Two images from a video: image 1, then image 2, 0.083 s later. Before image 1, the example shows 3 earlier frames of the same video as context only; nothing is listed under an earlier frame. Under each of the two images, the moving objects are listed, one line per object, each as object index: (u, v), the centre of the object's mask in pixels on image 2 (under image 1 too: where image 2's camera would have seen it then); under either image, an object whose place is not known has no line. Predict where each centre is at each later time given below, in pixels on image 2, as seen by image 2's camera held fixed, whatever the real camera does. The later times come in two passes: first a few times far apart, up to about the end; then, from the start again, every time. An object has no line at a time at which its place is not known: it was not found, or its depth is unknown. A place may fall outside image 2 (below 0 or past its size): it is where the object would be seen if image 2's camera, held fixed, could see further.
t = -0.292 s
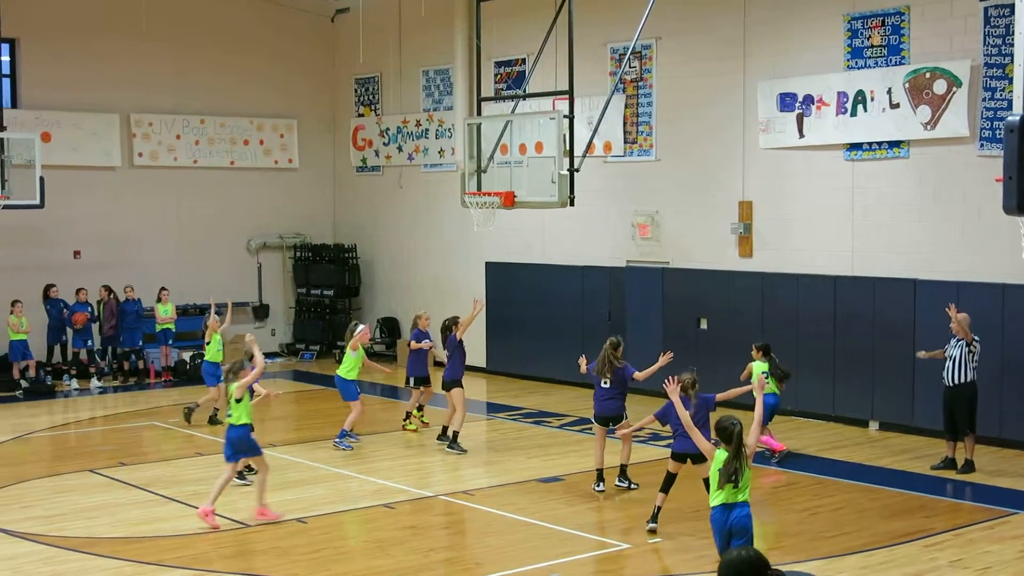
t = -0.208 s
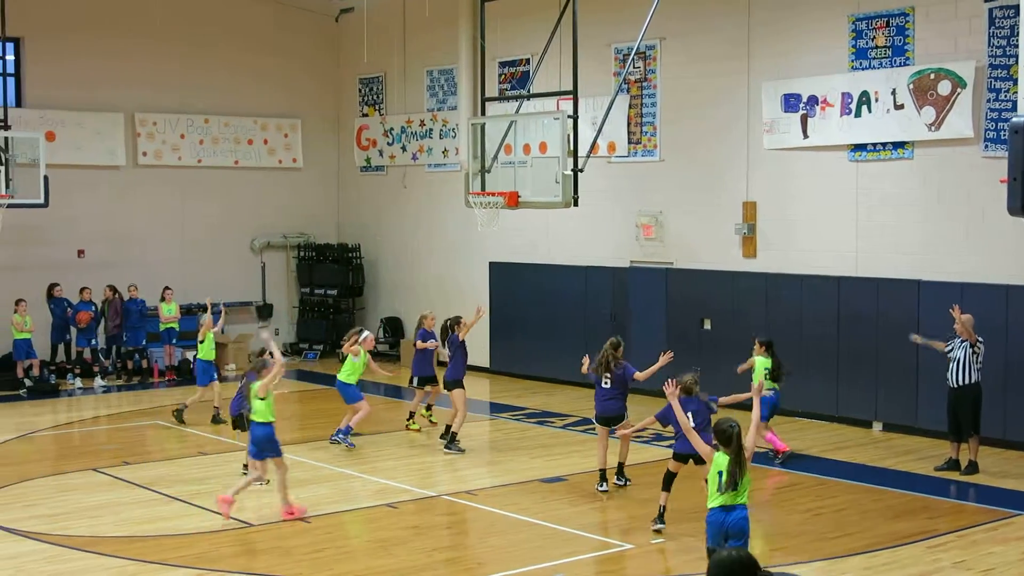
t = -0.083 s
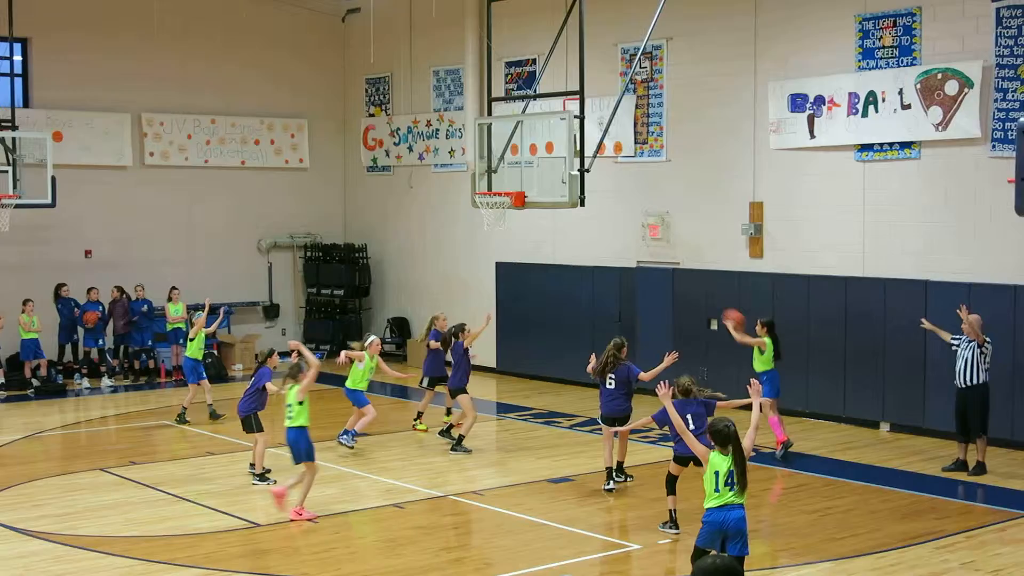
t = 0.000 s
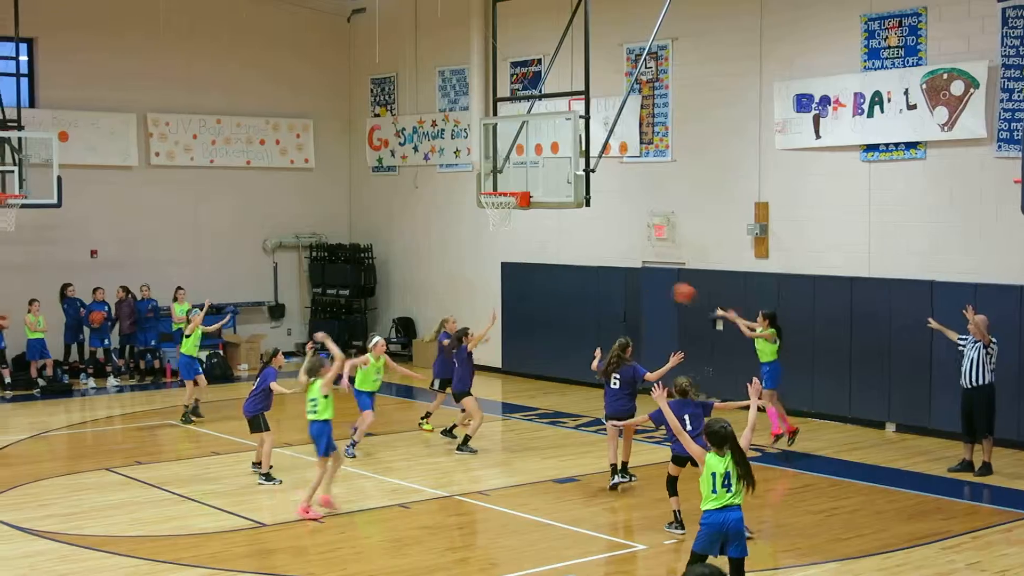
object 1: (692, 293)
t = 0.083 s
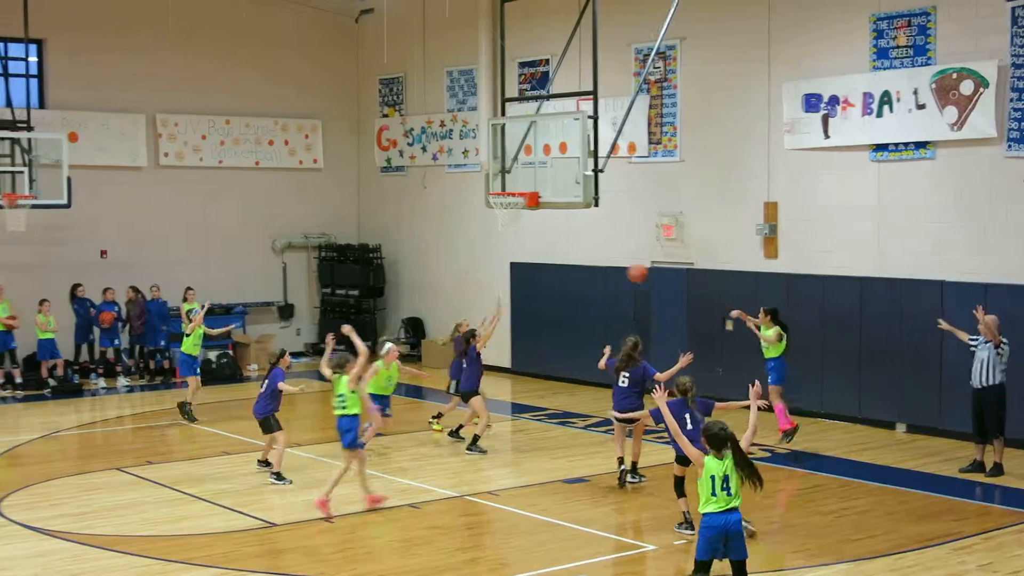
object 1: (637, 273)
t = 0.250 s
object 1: (530, 251)
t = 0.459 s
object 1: (409, 254)
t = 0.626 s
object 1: (319, 277)
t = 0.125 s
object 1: (610, 265)
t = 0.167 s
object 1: (583, 259)
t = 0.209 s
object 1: (557, 254)
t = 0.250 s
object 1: (530, 251)
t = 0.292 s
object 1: (505, 248)
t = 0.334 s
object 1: (480, 248)
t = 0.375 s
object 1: (456, 248)
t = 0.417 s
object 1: (432, 251)
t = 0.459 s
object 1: (409, 254)
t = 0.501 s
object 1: (385, 257)
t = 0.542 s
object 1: (362, 263)
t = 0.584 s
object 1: (340, 270)
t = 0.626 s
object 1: (319, 277)
